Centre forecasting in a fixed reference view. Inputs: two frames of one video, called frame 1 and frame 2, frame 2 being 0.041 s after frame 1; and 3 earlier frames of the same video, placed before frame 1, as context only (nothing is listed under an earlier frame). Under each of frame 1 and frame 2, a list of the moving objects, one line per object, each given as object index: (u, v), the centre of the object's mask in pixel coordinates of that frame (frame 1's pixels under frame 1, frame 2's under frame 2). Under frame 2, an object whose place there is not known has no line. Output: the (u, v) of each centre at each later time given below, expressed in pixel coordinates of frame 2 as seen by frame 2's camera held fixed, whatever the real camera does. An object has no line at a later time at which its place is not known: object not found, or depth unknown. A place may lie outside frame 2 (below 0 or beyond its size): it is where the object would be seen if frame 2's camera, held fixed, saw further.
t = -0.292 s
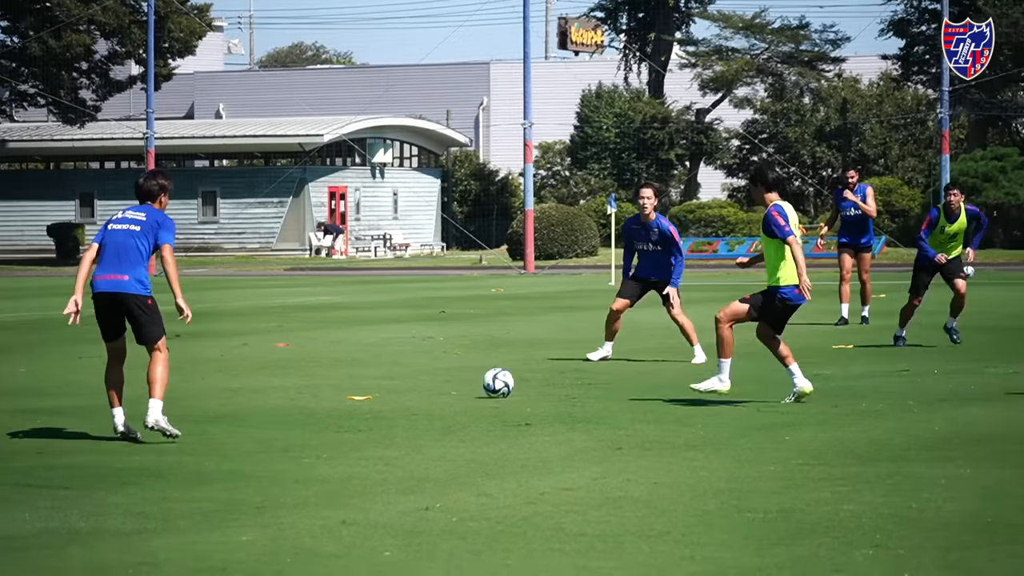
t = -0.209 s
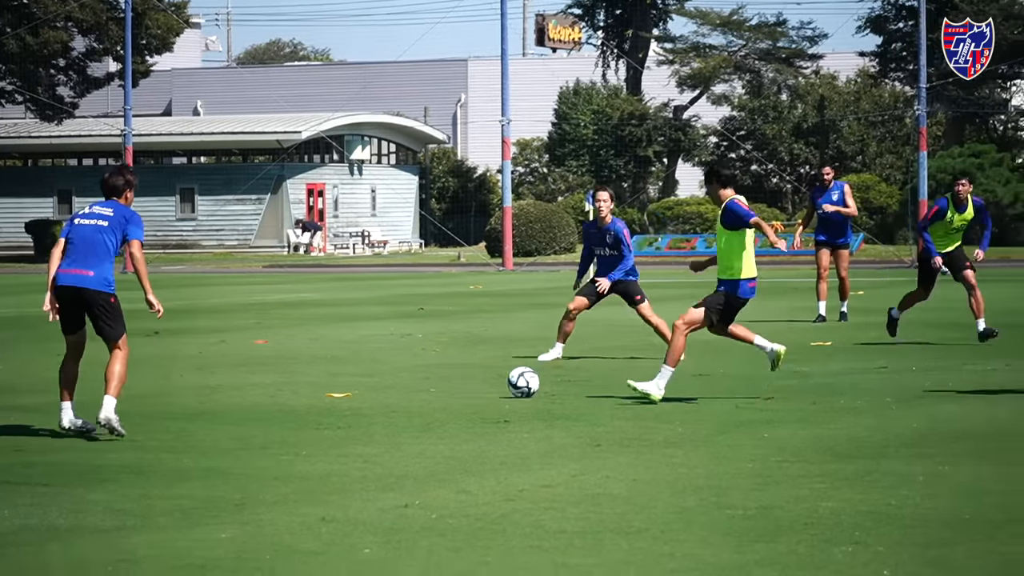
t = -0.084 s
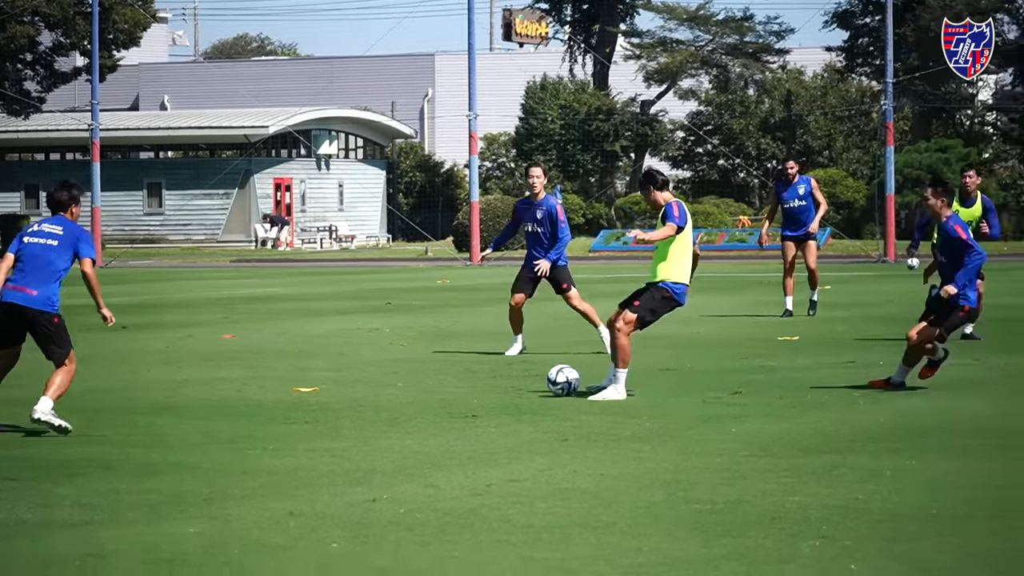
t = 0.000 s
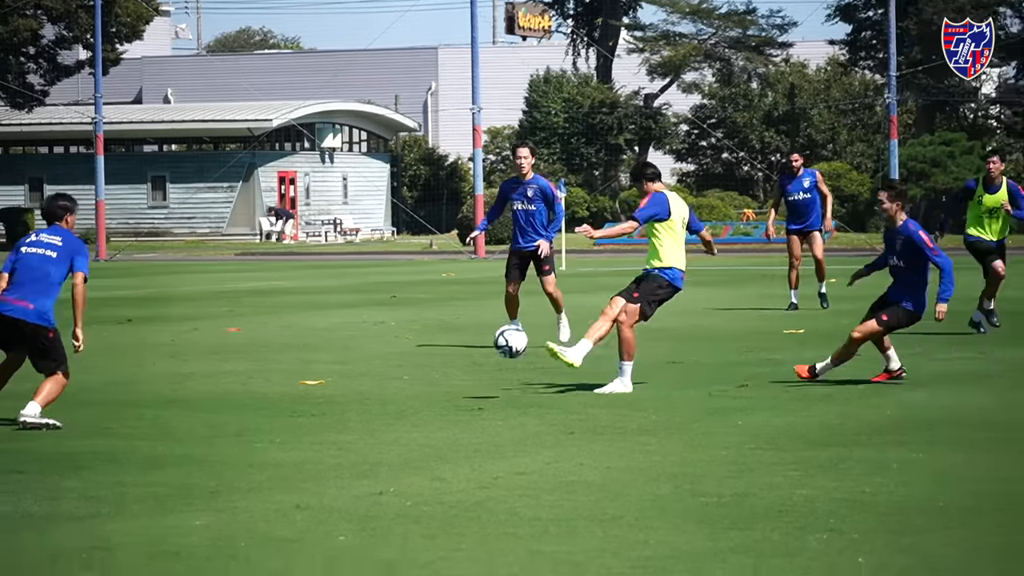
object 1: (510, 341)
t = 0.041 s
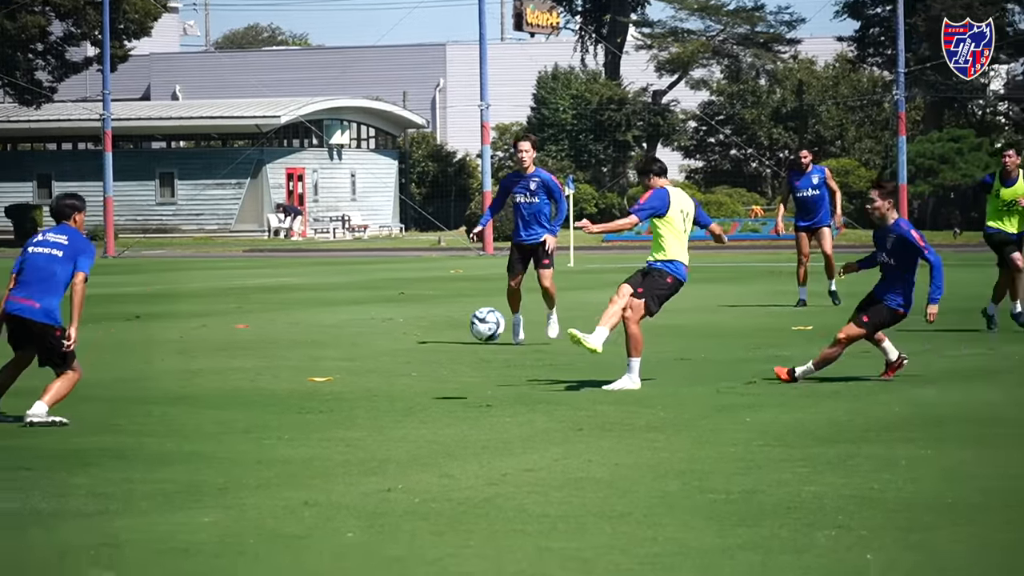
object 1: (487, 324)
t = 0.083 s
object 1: (443, 307)
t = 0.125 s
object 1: (413, 298)
